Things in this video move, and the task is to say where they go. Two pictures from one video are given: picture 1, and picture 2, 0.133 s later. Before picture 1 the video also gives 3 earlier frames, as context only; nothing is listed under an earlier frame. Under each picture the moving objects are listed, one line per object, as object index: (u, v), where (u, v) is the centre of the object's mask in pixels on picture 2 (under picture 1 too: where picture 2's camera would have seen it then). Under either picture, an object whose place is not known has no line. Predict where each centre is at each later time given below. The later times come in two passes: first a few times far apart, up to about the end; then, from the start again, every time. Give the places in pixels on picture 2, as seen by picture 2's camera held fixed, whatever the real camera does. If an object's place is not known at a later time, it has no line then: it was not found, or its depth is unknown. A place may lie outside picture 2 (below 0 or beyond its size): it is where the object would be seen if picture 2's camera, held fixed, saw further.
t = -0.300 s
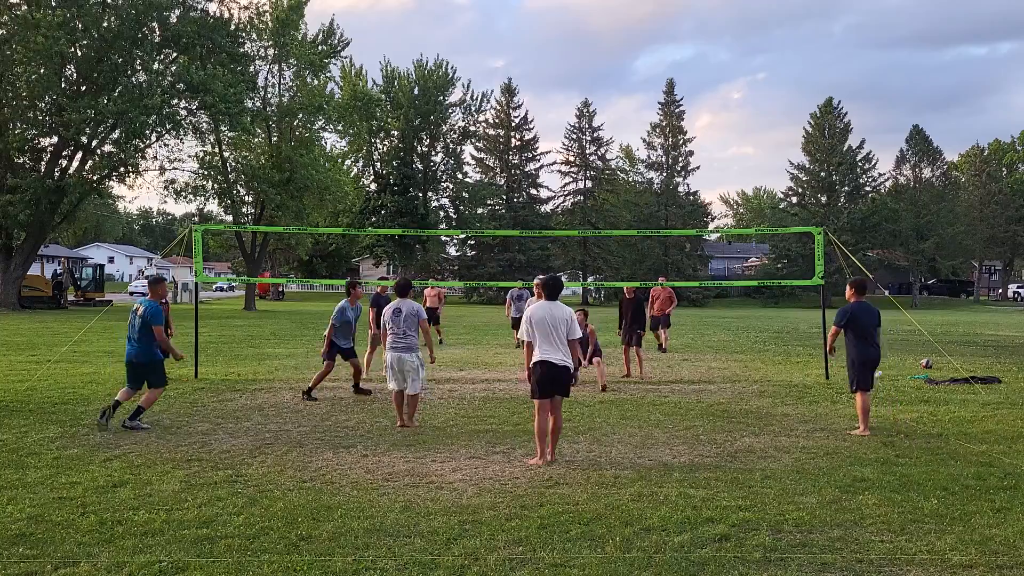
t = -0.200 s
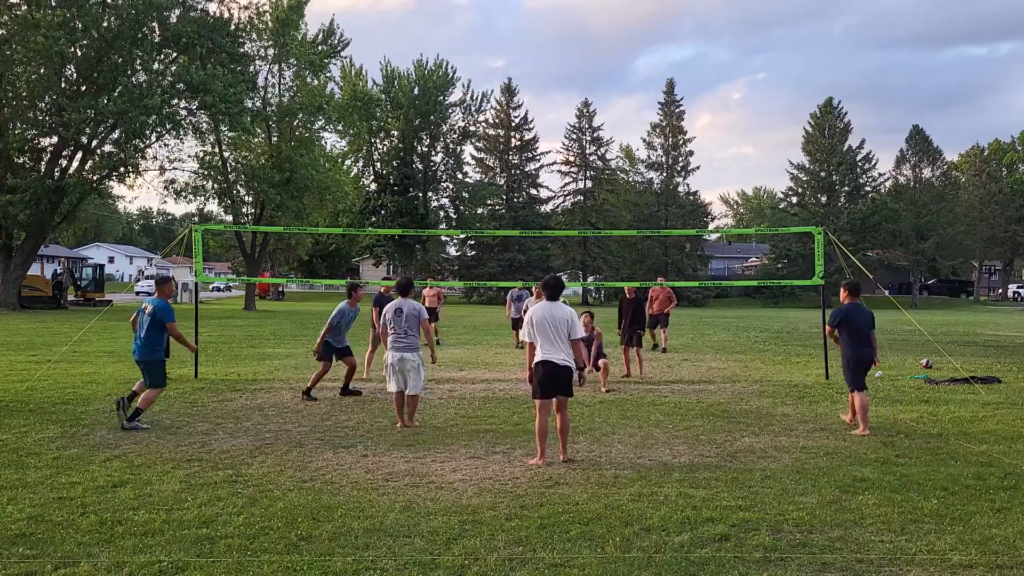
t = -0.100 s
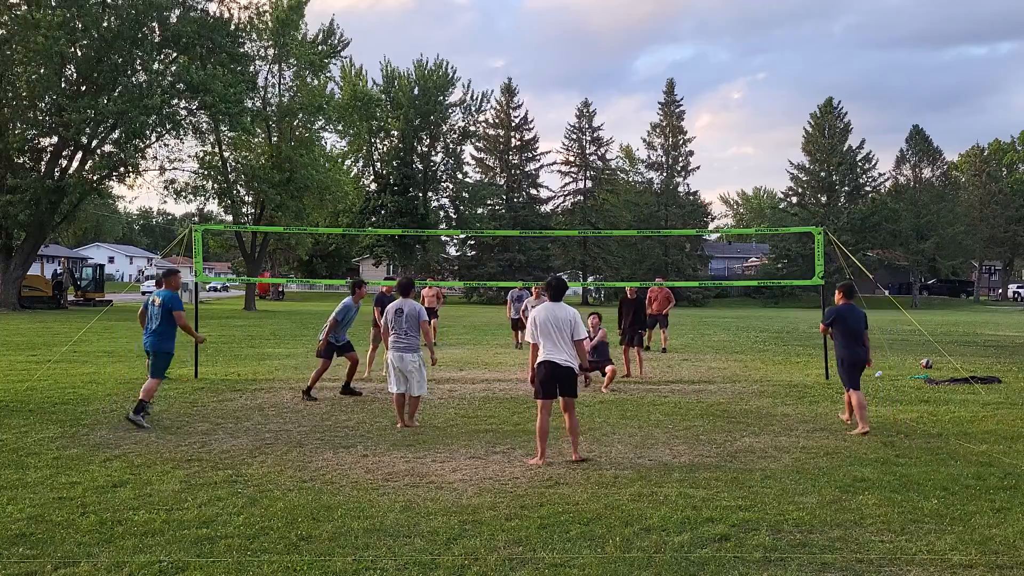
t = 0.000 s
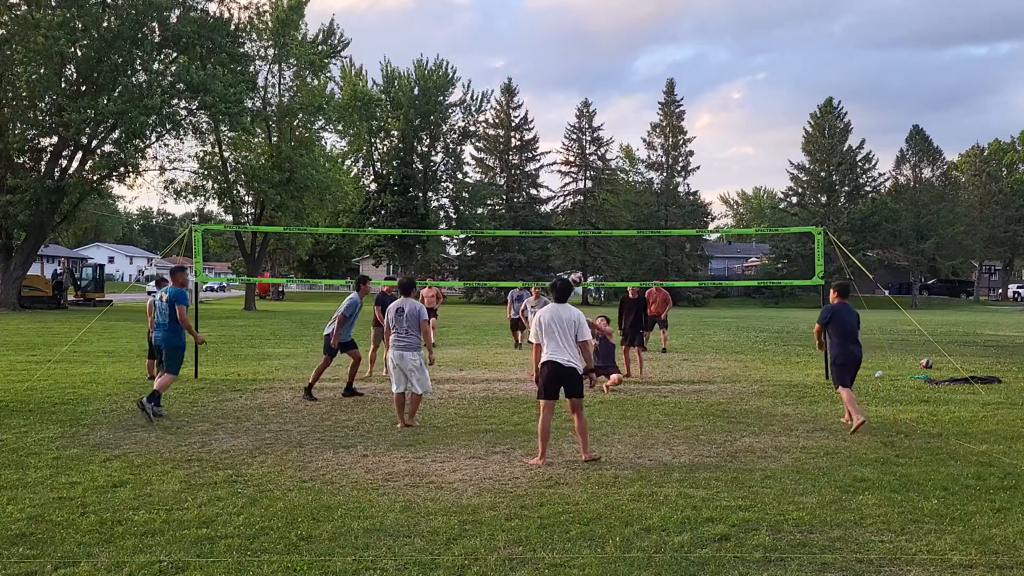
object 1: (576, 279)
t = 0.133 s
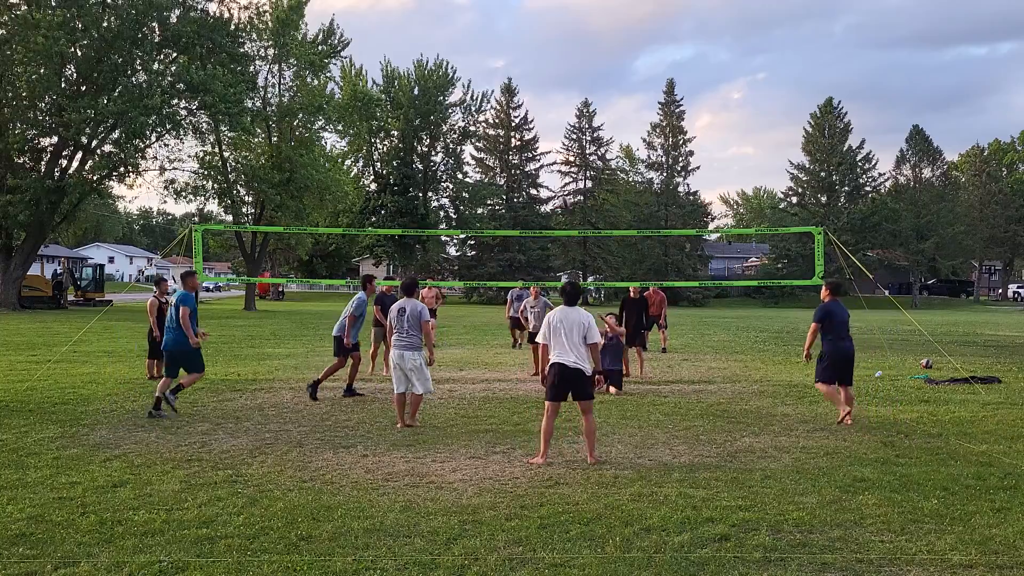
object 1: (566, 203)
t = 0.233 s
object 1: (554, 156)
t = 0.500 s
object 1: (528, 65)
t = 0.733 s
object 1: (505, 28)
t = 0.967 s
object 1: (482, 27)
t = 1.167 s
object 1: (463, 53)
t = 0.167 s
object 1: (561, 187)
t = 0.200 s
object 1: (558, 171)
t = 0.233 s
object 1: (554, 156)
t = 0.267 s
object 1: (551, 141)
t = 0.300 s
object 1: (548, 128)
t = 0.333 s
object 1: (545, 115)
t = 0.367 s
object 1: (541, 104)
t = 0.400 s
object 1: (538, 93)
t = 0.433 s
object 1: (535, 83)
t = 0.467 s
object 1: (531, 74)
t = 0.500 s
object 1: (528, 65)
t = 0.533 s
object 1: (525, 58)
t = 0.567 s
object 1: (522, 51)
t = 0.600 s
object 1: (518, 45)
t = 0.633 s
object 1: (515, 39)
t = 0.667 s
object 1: (512, 35)
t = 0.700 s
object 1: (509, 31)
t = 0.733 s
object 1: (505, 28)
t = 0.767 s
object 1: (502, 26)
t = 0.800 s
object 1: (499, 24)
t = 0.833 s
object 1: (495, 23)
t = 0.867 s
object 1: (492, 23)
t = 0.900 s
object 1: (489, 24)
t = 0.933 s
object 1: (485, 25)
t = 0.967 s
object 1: (482, 27)
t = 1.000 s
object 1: (479, 29)
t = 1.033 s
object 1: (476, 33)
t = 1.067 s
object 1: (472, 36)
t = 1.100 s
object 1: (469, 41)
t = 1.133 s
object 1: (466, 47)
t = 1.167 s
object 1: (463, 53)
